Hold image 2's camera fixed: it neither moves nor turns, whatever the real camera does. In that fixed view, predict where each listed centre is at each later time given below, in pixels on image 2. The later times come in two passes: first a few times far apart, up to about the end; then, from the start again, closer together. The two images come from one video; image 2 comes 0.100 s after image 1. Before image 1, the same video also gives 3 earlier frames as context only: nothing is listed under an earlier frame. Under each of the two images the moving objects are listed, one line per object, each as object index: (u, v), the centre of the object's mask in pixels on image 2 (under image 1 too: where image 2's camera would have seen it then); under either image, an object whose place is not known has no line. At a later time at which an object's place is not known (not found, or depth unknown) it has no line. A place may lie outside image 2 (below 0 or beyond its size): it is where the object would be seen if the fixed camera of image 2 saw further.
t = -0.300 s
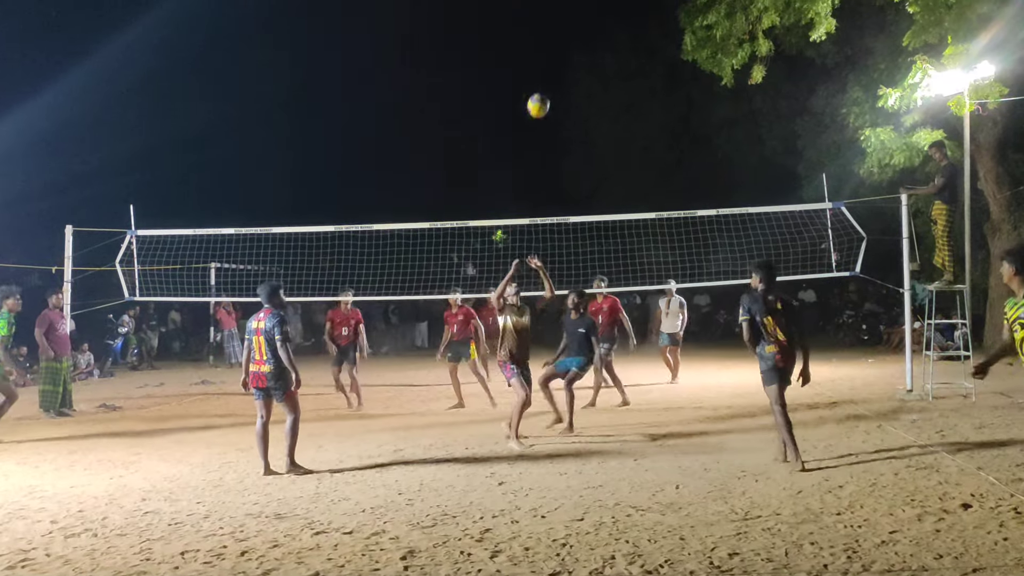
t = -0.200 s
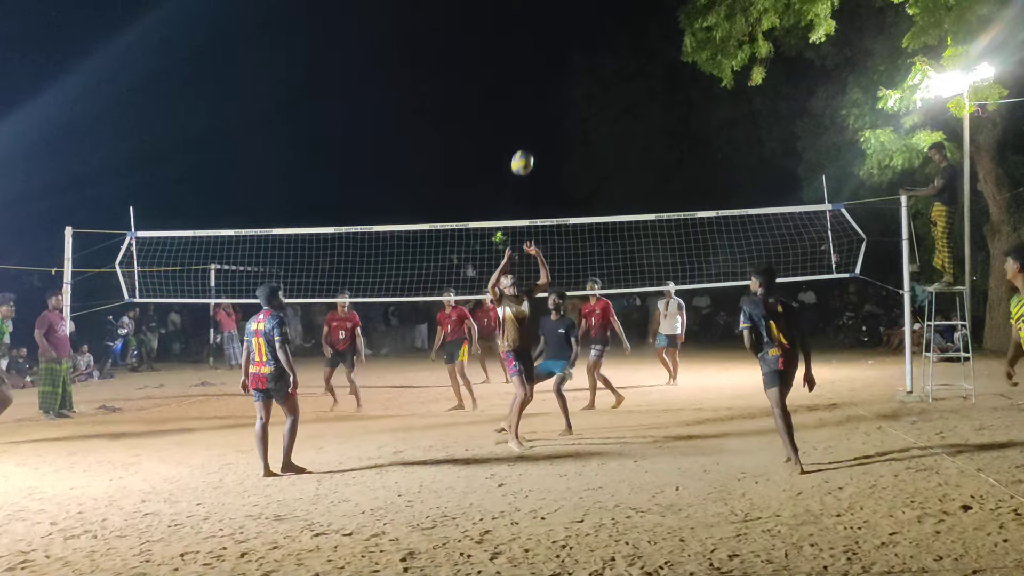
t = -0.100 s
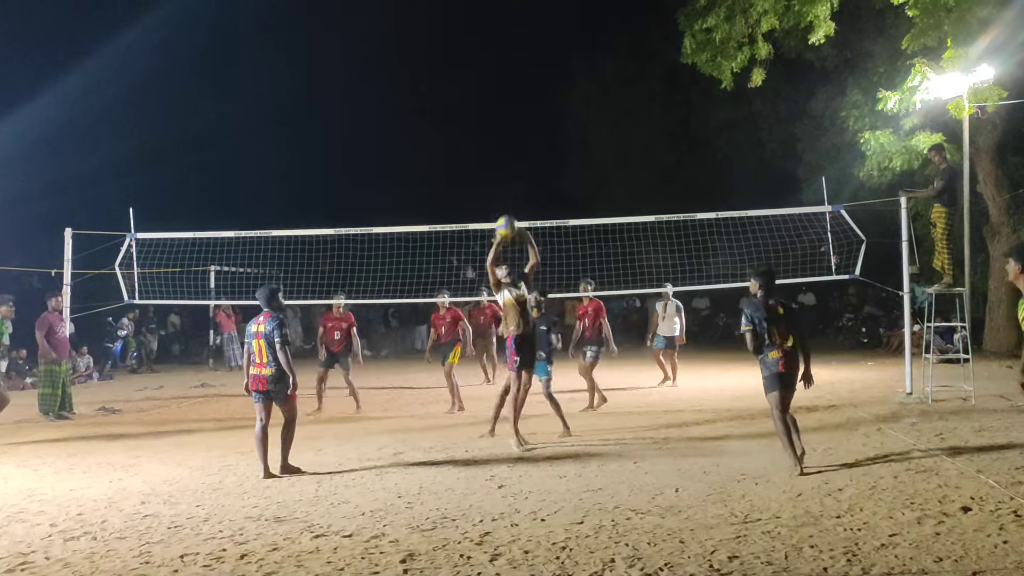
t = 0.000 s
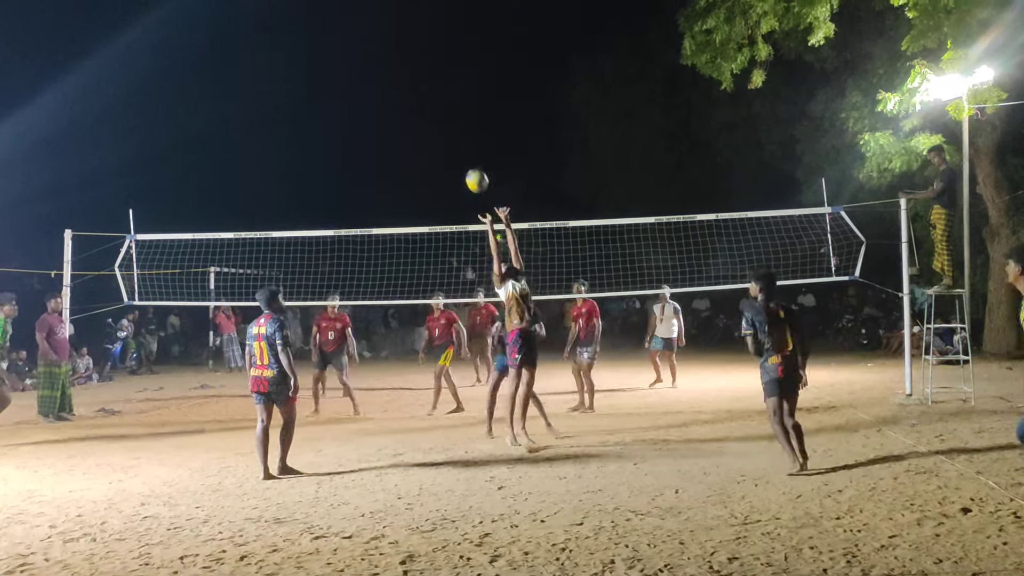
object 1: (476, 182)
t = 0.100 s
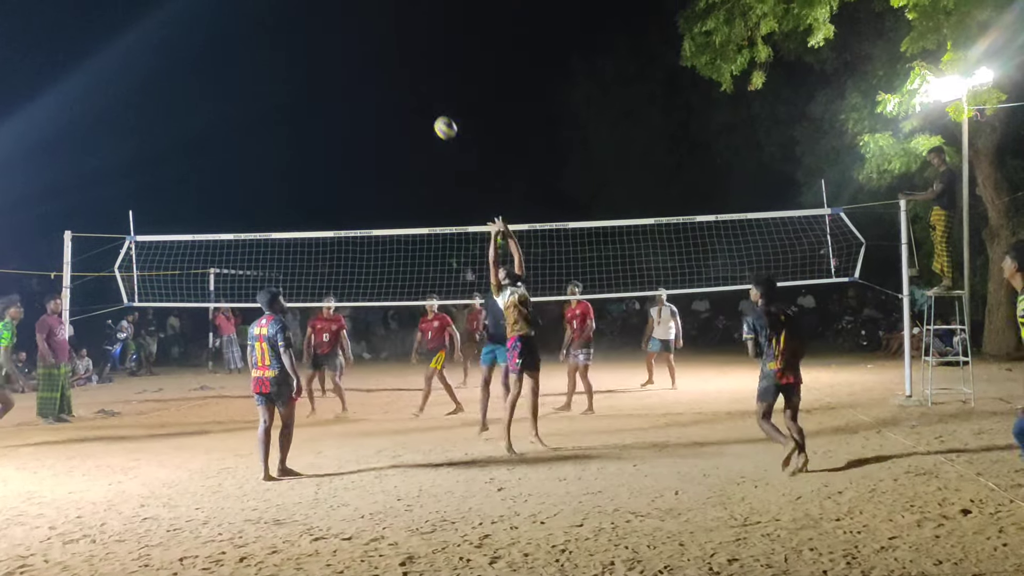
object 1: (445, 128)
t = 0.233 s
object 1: (406, 72)
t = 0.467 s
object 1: (341, 17)
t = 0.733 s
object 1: (275, 16)
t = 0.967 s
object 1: (223, 65)
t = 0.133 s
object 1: (435, 112)
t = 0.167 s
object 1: (425, 98)
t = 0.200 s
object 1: (416, 84)
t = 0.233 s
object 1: (406, 72)
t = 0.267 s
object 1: (396, 61)
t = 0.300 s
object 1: (387, 50)
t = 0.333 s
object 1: (377, 42)
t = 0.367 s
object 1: (368, 34)
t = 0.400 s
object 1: (359, 27)
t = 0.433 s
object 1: (350, 21)
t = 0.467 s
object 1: (341, 17)
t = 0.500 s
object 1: (332, 13)
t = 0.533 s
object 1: (324, 11)
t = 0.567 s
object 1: (315, 9)
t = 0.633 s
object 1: (298, 10)
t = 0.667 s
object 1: (291, 11)
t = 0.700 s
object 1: (283, 13)
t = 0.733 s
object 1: (275, 16)
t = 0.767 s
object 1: (267, 21)
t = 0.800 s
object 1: (260, 26)
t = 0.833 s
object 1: (252, 32)
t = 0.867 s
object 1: (245, 39)
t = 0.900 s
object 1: (237, 47)
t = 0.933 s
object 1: (230, 56)
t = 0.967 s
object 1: (223, 65)
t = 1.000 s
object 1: (216, 76)
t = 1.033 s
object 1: (209, 88)
